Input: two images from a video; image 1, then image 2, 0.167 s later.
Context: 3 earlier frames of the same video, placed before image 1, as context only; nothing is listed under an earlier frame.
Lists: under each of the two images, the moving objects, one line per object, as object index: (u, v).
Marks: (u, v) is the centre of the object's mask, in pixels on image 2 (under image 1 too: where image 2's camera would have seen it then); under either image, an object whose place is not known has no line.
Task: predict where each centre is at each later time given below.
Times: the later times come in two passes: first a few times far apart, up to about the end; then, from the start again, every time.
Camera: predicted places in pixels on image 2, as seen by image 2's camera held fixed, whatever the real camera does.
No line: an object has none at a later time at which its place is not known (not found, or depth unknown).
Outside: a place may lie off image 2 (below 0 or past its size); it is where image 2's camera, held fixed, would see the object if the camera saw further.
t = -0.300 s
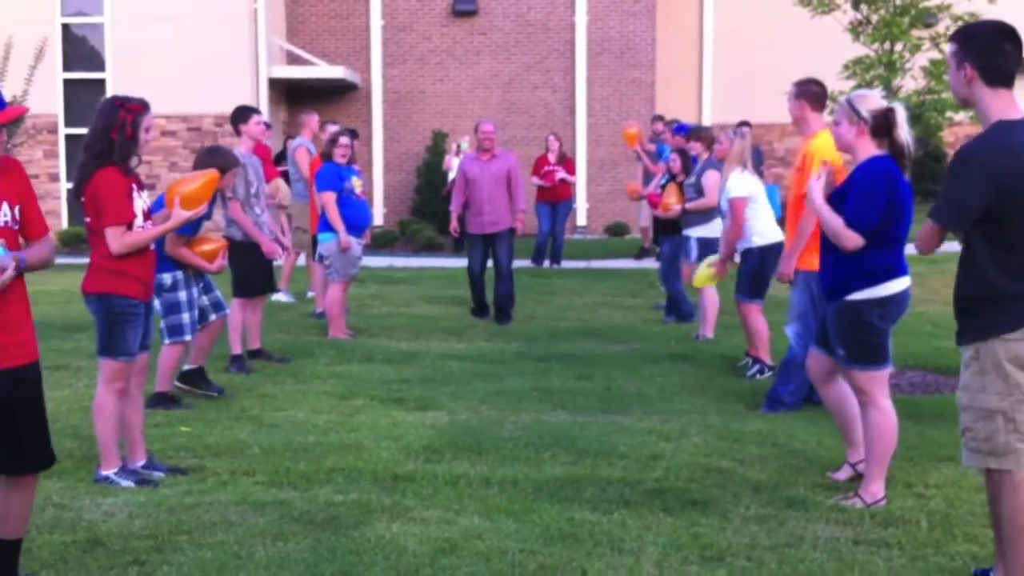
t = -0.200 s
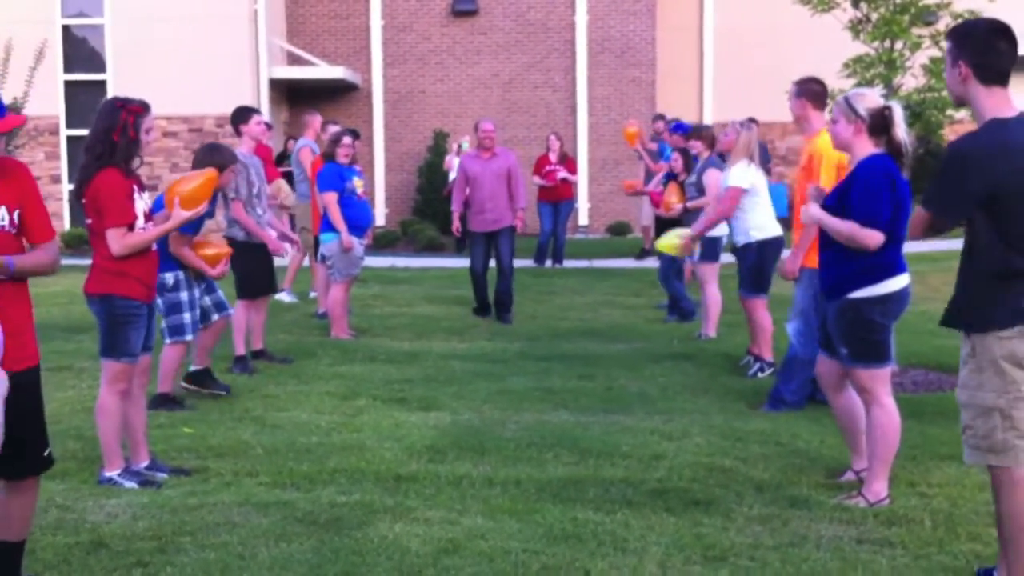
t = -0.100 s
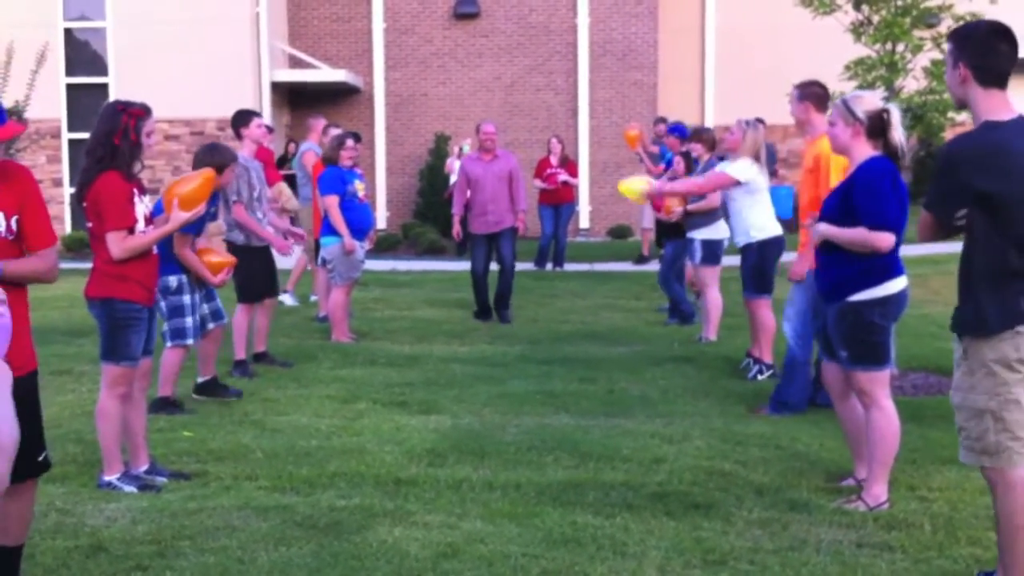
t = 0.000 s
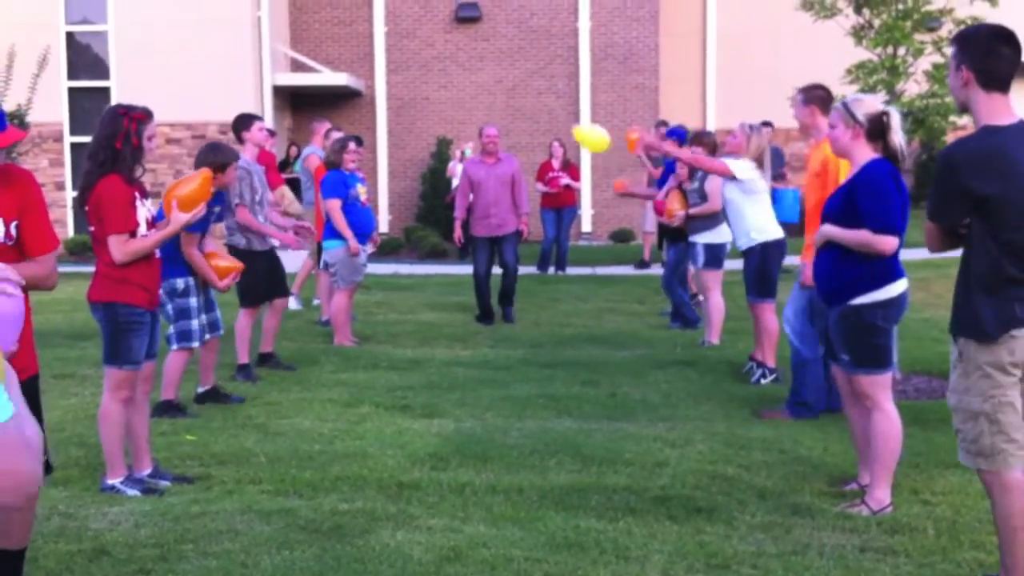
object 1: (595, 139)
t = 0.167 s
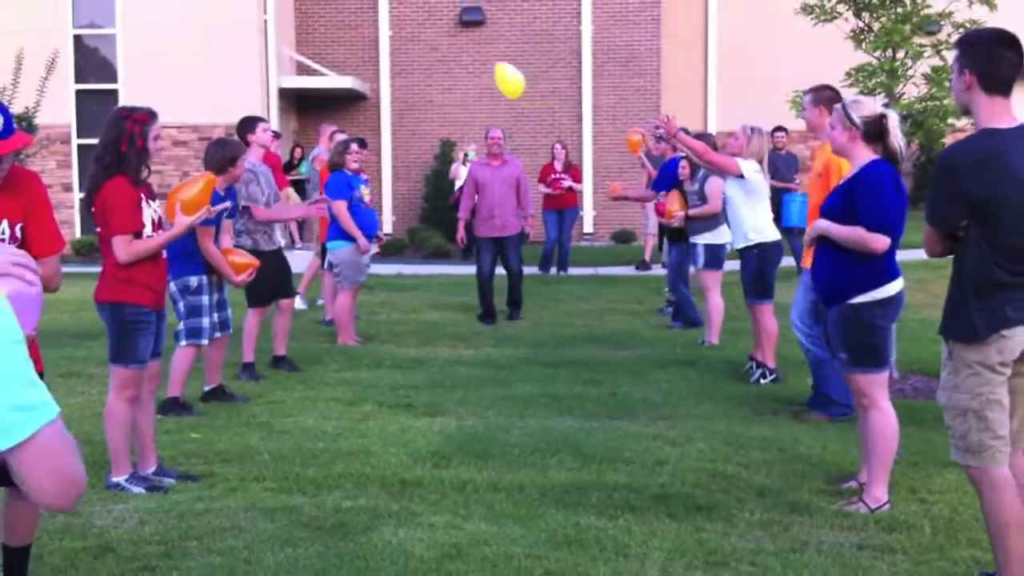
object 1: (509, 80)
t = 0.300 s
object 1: (441, 60)
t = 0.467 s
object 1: (356, 77)
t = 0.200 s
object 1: (492, 73)
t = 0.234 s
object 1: (475, 67)
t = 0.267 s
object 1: (458, 64)
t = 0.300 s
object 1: (441, 60)
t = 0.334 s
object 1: (424, 60)
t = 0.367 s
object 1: (407, 62)
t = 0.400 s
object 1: (391, 65)
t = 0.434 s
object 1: (373, 71)
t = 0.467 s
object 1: (356, 77)
